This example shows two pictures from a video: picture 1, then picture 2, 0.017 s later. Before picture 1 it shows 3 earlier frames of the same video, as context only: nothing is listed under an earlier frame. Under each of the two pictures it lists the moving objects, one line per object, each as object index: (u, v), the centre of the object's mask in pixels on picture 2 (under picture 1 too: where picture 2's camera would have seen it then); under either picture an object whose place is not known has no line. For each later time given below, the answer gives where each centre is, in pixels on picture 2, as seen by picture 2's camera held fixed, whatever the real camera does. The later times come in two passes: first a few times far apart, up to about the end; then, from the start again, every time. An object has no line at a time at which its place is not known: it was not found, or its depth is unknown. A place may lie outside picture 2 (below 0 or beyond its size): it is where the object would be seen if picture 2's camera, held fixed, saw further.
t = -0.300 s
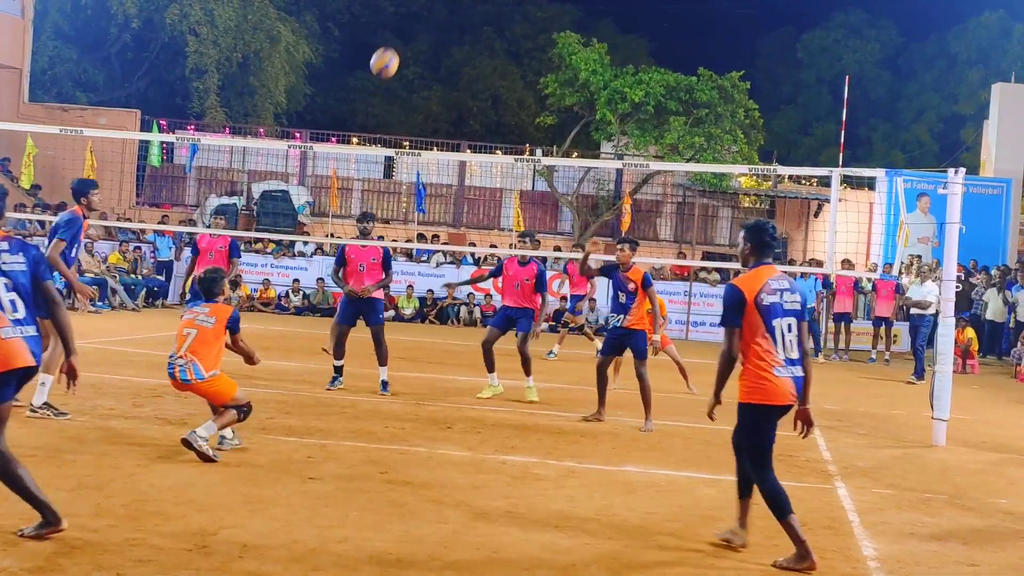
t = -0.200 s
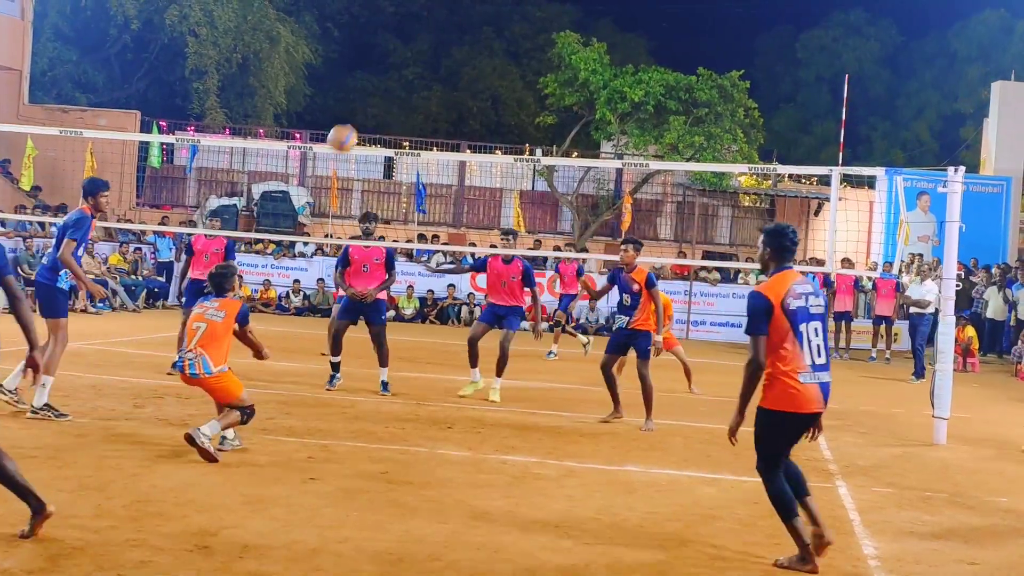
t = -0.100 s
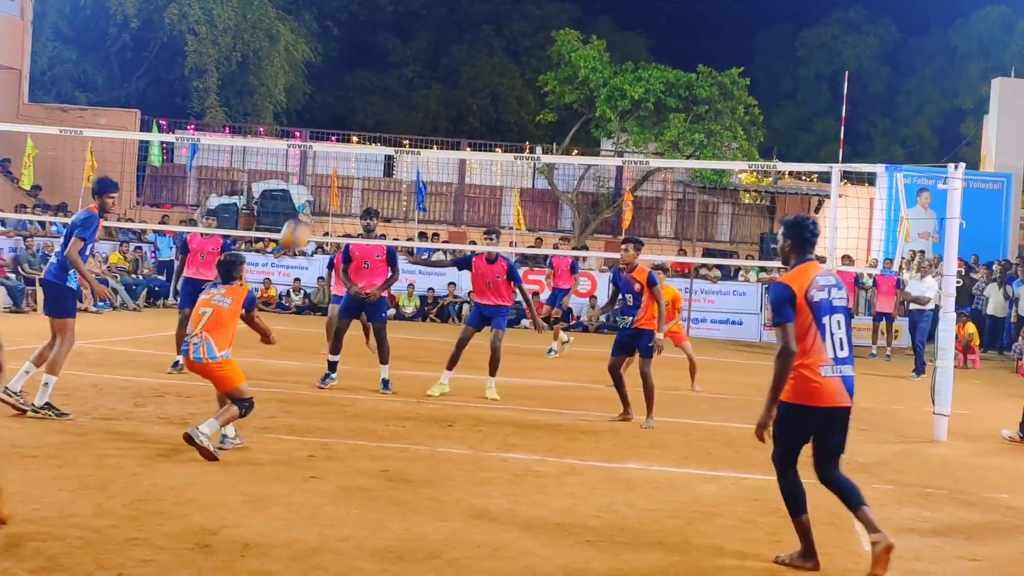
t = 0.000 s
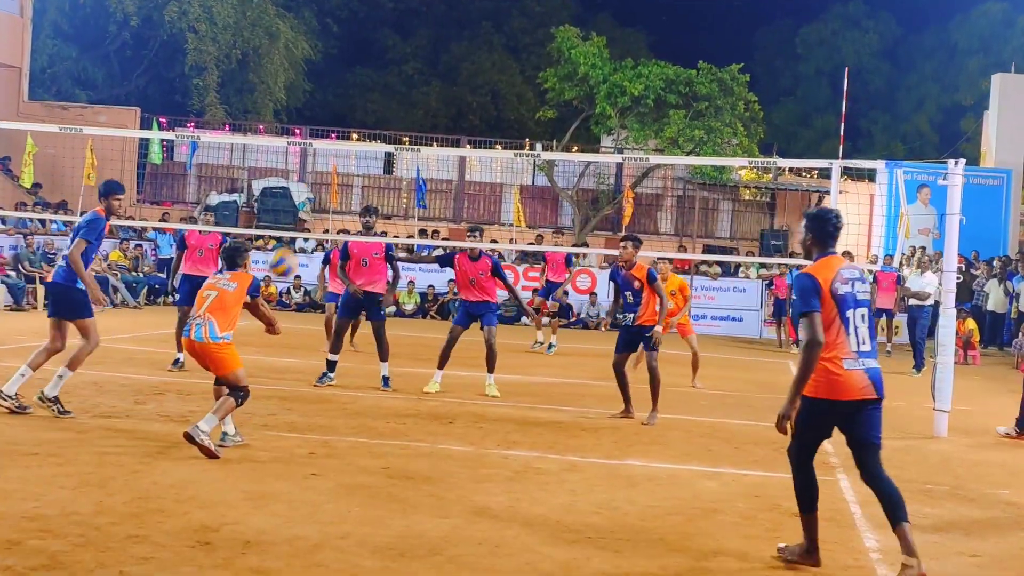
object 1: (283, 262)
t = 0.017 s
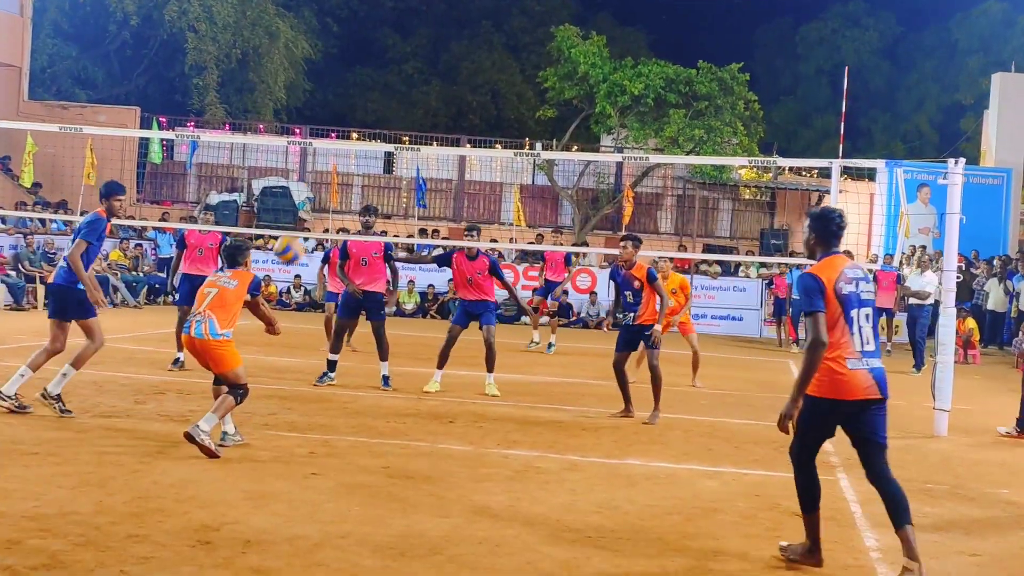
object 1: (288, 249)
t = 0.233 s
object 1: (361, 109)
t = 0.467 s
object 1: (424, 33)
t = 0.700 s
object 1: (477, 28)
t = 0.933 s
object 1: (521, 86)
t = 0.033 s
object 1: (294, 237)
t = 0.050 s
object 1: (301, 222)
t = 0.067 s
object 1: (307, 210)
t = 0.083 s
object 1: (313, 199)
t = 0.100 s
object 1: (319, 185)
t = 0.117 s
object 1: (324, 177)
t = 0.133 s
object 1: (329, 165)
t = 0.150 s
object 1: (335, 154)
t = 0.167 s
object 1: (341, 143)
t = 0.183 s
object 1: (346, 133)
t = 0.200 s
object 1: (351, 125)
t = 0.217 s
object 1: (356, 116)
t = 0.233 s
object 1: (361, 109)
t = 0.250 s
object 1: (366, 100)
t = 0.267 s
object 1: (371, 93)
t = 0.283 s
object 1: (376, 86)
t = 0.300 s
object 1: (381, 80)
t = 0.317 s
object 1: (385, 73)
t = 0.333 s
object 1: (390, 68)
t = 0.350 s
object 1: (394, 61)
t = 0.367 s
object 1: (399, 56)
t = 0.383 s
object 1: (403, 52)
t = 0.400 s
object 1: (407, 48)
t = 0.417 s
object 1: (412, 43)
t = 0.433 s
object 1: (416, 40)
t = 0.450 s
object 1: (420, 36)
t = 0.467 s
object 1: (424, 33)
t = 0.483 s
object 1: (428, 31)
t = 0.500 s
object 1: (432, 28)
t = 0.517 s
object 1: (436, 27)
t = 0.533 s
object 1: (440, 25)
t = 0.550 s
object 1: (444, 24)
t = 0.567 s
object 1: (448, 23)
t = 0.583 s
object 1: (452, 22)
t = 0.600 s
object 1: (456, 22)
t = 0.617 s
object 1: (459, 22)
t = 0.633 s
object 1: (463, 23)
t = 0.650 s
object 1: (466, 23)
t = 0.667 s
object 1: (470, 25)
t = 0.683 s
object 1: (474, 26)
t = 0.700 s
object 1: (477, 28)
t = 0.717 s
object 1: (481, 30)
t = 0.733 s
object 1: (484, 33)
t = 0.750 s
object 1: (488, 36)
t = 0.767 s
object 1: (491, 39)
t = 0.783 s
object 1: (494, 42)
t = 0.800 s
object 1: (497, 46)
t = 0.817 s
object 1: (500, 50)
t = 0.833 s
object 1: (504, 55)
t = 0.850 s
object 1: (507, 59)
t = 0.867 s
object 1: (510, 64)
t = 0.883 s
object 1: (513, 70)
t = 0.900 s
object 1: (515, 75)
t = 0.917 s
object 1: (518, 81)
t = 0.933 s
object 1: (521, 86)
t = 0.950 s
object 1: (524, 93)
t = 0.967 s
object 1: (526, 99)
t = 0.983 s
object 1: (529, 106)
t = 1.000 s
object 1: (532, 113)
